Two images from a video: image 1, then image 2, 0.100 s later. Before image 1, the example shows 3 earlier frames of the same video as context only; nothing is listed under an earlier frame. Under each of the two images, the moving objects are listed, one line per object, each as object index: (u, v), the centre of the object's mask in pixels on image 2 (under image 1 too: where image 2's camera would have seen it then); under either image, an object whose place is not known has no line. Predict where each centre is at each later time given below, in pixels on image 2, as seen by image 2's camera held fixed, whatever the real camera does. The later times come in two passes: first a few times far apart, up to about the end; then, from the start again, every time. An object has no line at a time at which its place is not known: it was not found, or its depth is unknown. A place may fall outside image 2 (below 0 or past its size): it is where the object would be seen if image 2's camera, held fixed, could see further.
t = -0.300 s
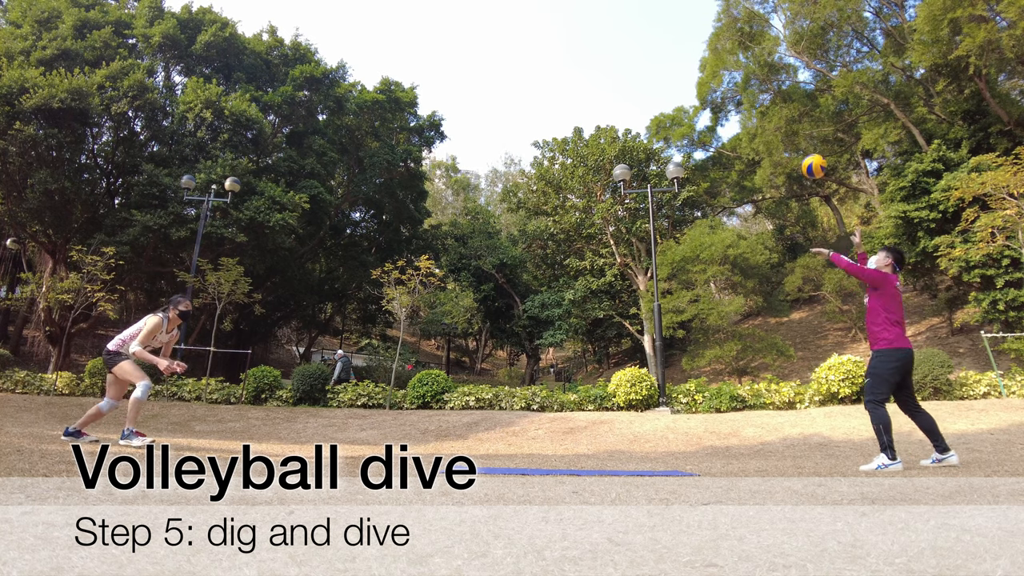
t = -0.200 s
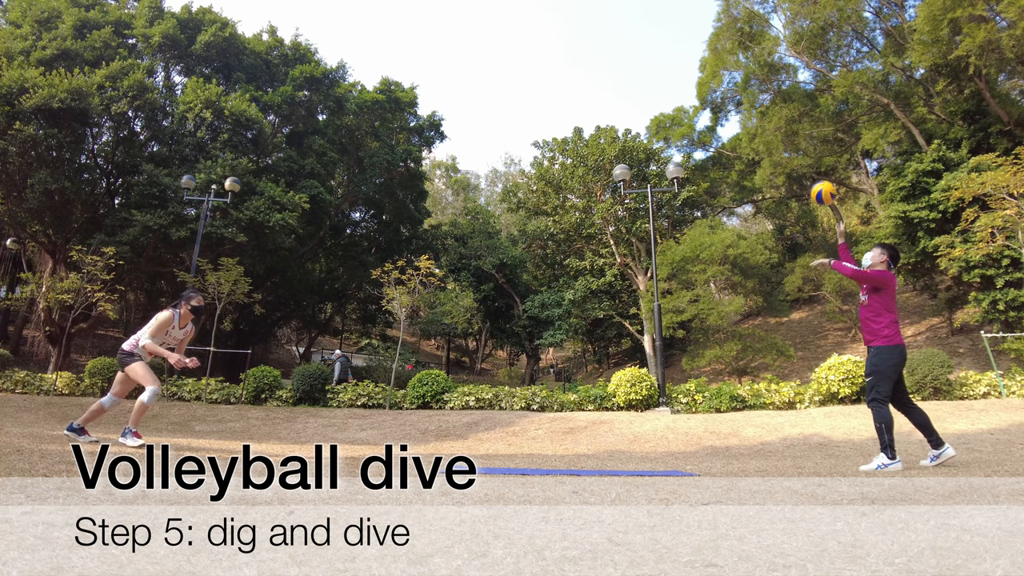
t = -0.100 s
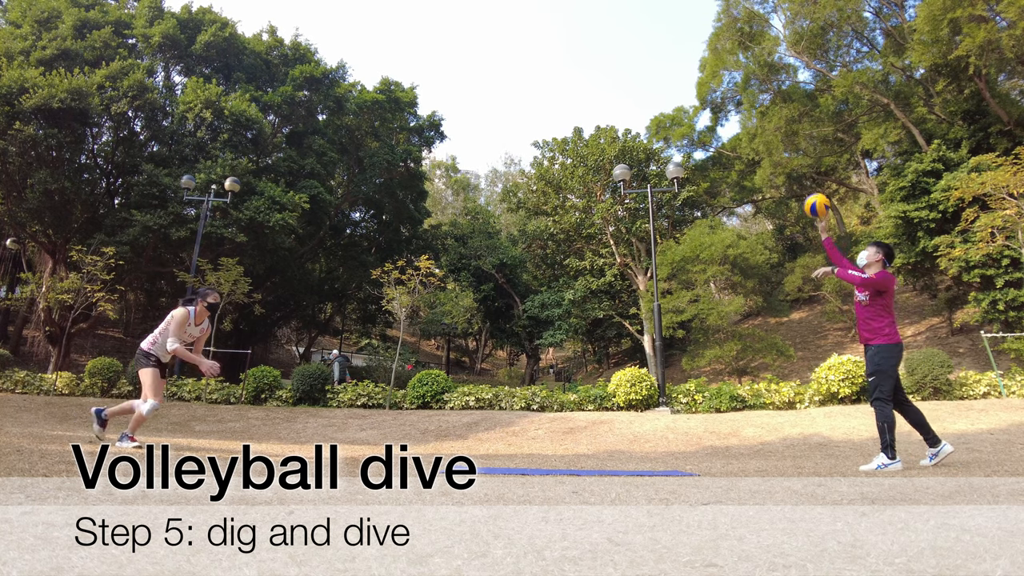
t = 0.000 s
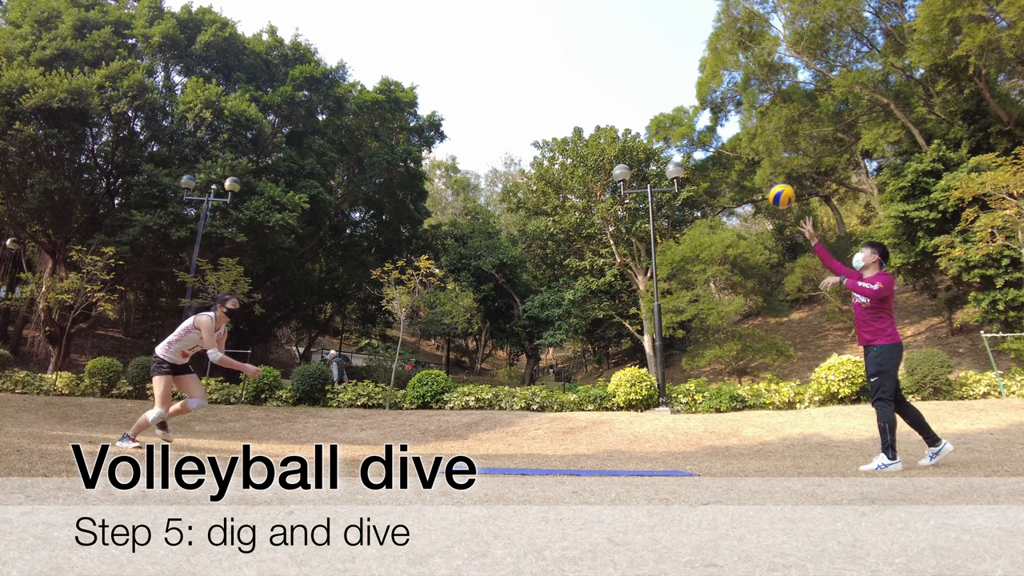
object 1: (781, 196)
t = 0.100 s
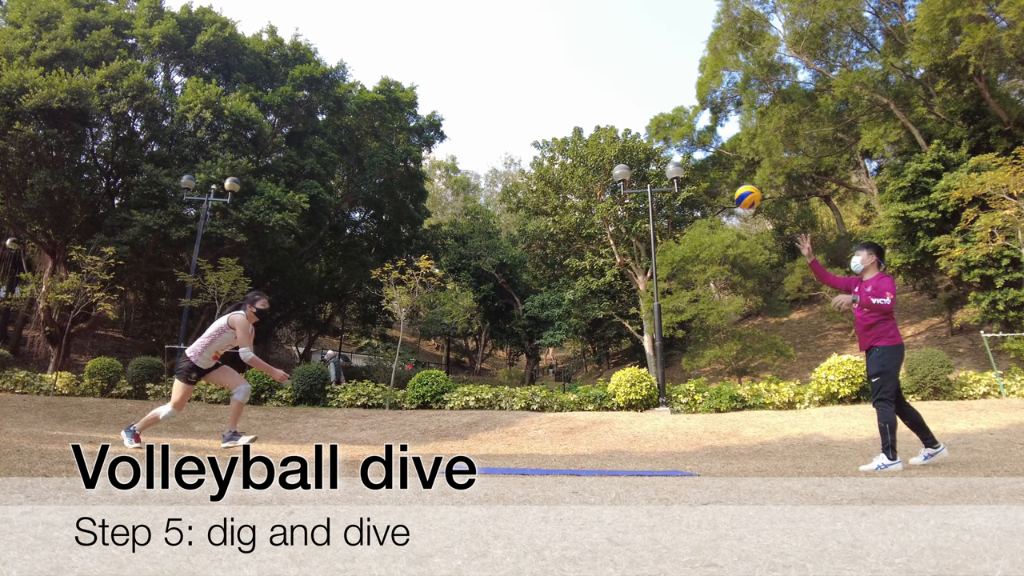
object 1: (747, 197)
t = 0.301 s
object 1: (682, 233)
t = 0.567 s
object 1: (595, 359)
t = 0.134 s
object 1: (736, 199)
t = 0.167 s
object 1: (725, 204)
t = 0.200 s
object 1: (715, 209)
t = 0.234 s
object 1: (704, 216)
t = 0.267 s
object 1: (693, 224)
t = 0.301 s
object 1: (682, 233)
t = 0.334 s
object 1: (672, 243)
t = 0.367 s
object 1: (661, 256)
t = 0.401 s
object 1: (650, 269)
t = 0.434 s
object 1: (639, 284)
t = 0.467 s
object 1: (628, 300)
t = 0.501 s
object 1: (617, 318)
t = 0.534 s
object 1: (606, 337)
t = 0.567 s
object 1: (595, 359)
